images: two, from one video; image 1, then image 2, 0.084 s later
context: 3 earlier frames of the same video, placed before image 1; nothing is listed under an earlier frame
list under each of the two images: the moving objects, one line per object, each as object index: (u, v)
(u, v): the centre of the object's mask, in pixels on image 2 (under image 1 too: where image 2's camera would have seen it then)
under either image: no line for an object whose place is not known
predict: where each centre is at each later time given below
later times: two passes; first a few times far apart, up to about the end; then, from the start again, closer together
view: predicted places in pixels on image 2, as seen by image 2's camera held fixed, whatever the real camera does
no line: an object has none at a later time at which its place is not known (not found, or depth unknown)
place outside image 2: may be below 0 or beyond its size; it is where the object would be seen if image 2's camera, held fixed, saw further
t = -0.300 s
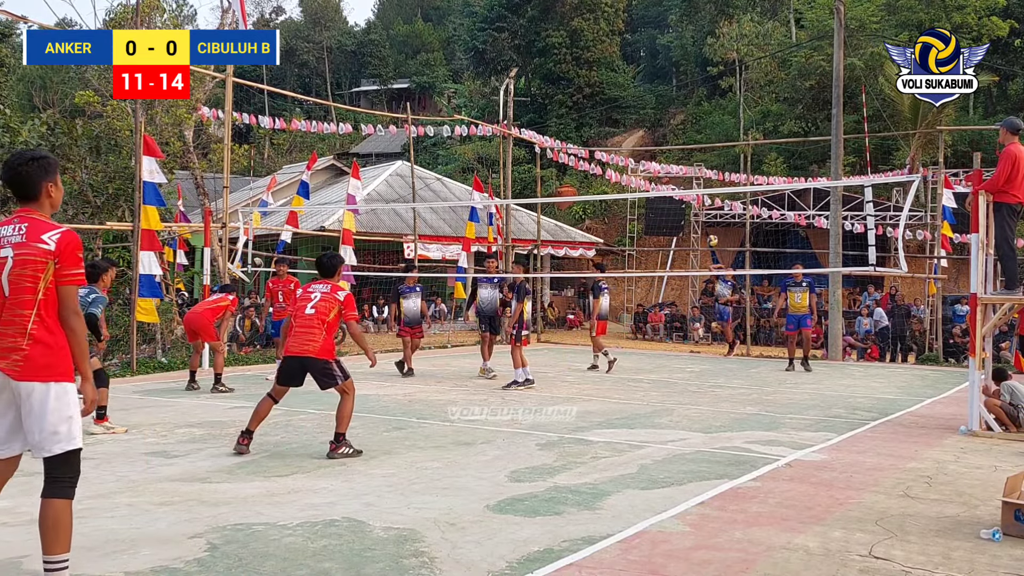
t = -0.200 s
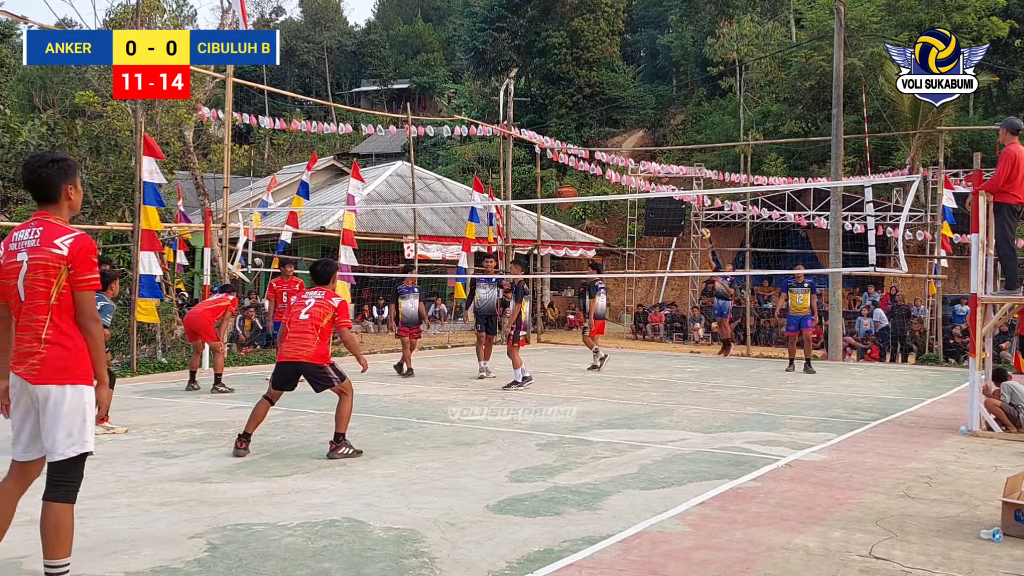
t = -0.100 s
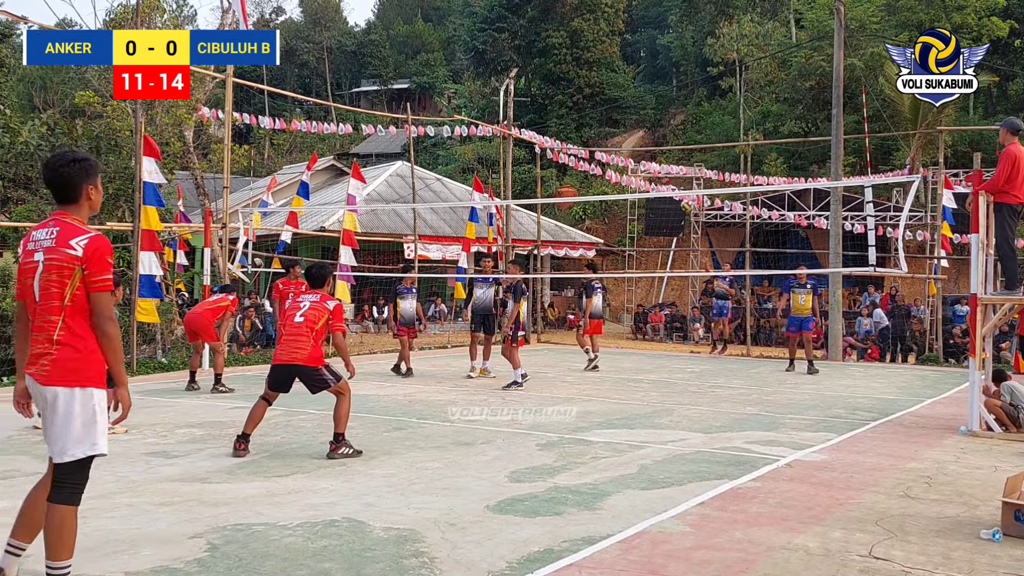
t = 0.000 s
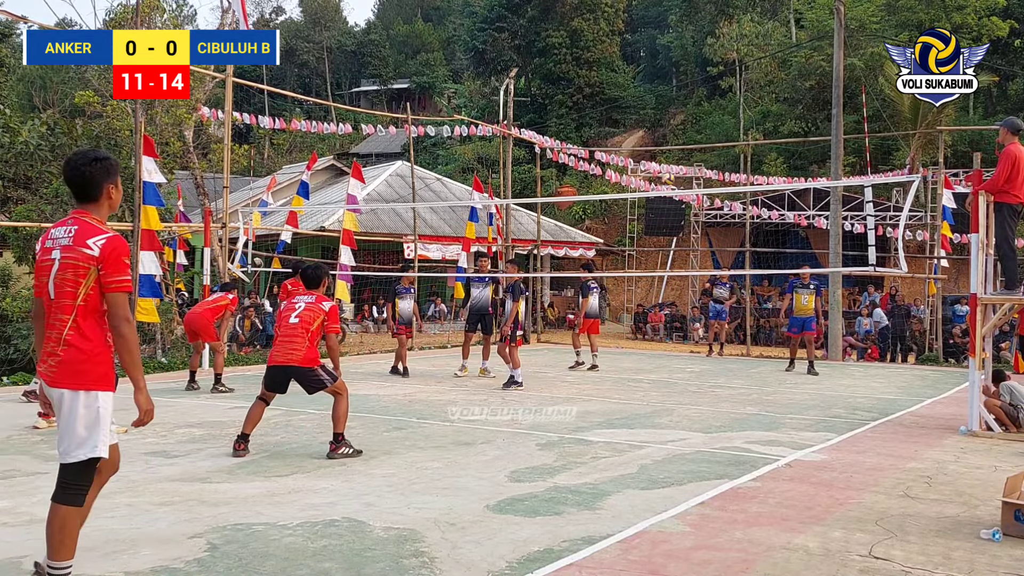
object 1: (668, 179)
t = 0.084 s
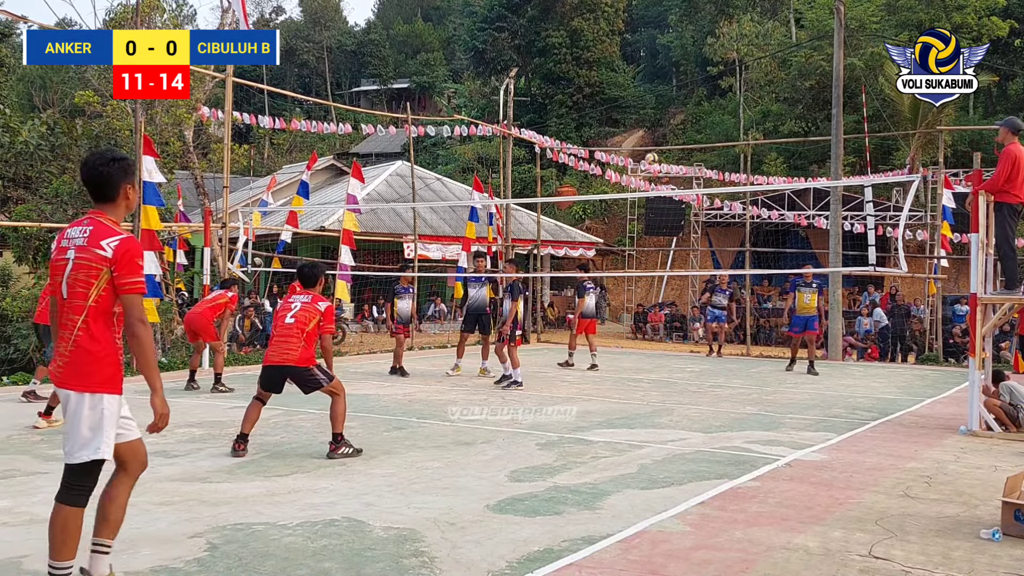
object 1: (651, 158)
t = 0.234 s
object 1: (617, 126)
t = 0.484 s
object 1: (551, 92)
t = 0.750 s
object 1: (446, 102)
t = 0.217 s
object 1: (621, 129)
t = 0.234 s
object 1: (617, 126)
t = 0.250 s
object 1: (613, 123)
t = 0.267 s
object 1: (609, 120)
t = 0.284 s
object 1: (605, 117)
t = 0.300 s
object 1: (601, 114)
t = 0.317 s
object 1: (597, 111)
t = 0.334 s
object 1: (592, 109)
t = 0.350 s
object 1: (588, 106)
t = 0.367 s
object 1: (584, 104)
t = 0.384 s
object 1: (579, 102)
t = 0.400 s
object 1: (575, 100)
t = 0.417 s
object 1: (570, 98)
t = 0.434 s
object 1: (566, 95)
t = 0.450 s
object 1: (561, 94)
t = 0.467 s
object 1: (556, 93)
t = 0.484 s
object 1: (551, 92)
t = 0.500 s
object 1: (545, 91)
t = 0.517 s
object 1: (540, 90)
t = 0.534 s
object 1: (534, 89)
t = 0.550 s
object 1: (528, 89)
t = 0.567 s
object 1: (523, 89)
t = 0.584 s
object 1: (518, 89)
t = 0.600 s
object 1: (511, 88)
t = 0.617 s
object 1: (504, 89)
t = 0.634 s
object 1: (498, 89)
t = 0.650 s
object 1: (491, 90)
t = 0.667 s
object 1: (484, 91)
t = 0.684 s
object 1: (477, 93)
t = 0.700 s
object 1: (470, 95)
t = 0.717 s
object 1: (463, 97)
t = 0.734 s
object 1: (455, 100)
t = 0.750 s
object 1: (446, 102)
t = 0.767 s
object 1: (438, 105)
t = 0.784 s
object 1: (429, 109)
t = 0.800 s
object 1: (421, 113)
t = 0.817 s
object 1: (412, 118)
